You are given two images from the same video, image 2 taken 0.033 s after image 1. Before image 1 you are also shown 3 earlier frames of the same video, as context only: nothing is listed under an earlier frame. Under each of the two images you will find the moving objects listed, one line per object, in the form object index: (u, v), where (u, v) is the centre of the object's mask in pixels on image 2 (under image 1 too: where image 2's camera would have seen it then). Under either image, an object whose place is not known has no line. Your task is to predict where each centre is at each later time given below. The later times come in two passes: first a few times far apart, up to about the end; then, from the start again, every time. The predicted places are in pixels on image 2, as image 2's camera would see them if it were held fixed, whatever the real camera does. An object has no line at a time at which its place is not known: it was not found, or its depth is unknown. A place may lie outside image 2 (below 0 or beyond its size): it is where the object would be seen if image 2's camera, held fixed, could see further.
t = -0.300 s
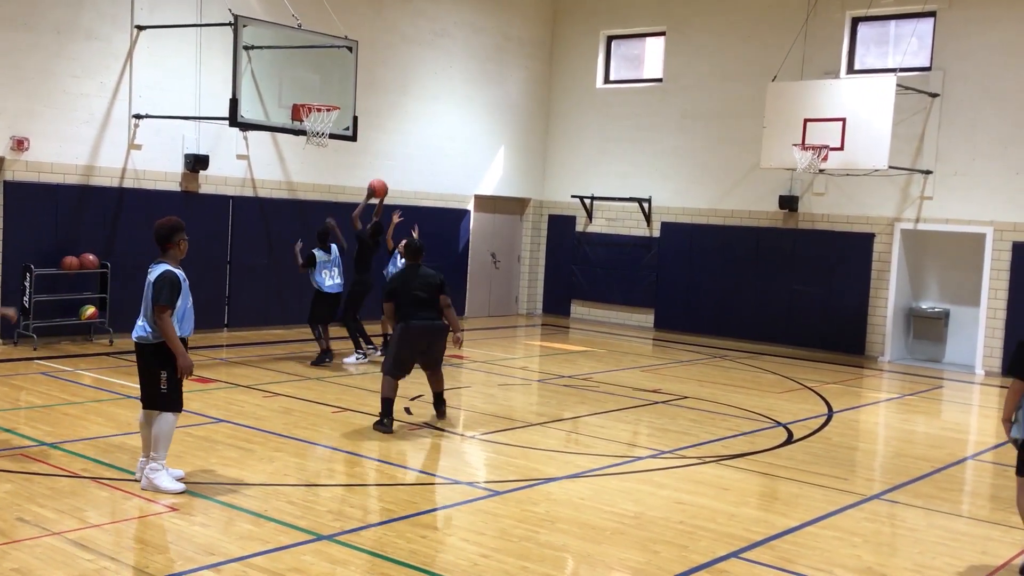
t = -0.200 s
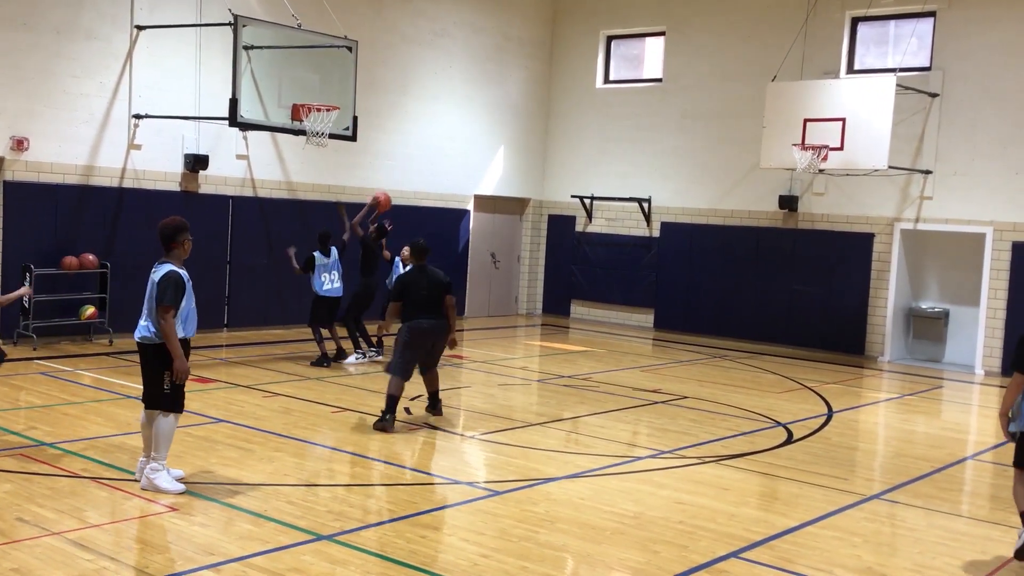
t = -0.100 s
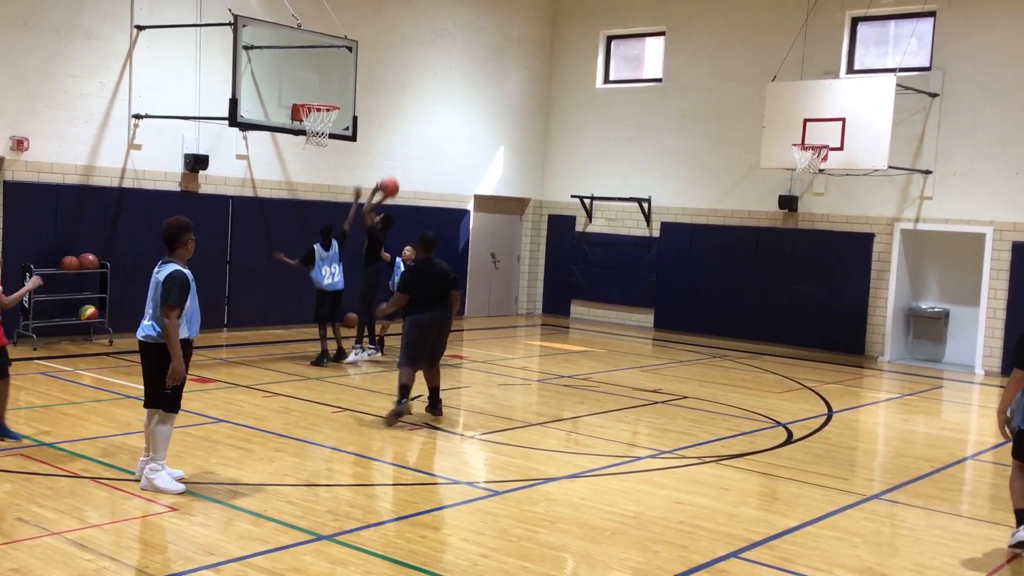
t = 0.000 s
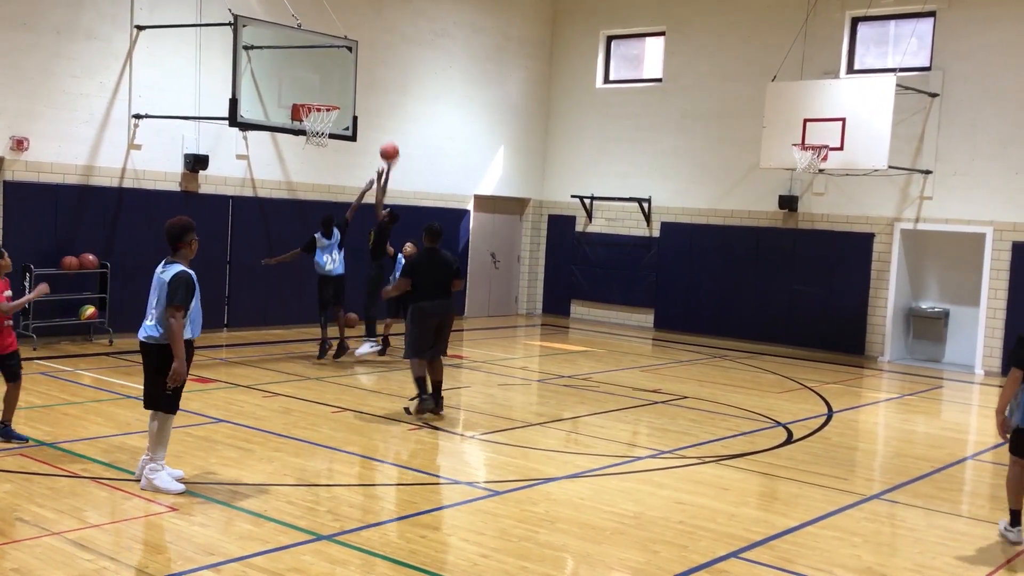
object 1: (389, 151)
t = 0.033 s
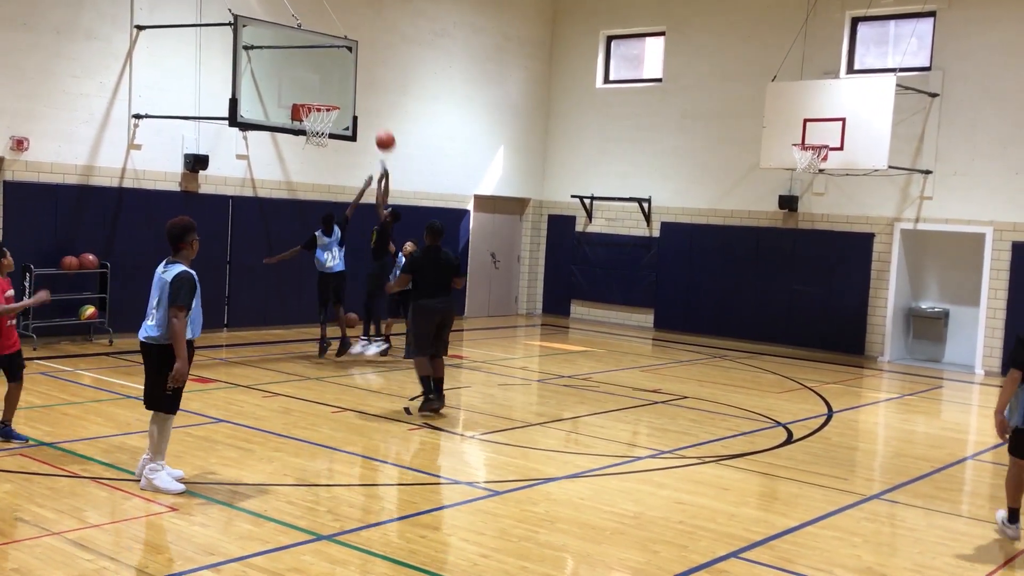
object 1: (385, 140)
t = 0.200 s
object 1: (364, 98)
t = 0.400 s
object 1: (338, 77)
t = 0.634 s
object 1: (306, 92)
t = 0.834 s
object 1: (305, 78)
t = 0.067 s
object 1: (381, 130)
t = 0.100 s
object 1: (376, 120)
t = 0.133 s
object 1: (373, 112)
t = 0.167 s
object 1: (368, 104)
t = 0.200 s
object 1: (364, 98)
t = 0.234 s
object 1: (360, 92)
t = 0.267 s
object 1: (356, 87)
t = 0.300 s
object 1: (351, 83)
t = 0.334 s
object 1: (347, 80)
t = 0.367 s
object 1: (342, 78)
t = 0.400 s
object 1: (338, 77)
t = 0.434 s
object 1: (334, 76)
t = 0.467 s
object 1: (329, 77)
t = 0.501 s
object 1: (324, 78)
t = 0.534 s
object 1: (320, 80)
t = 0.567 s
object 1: (315, 83)
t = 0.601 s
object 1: (311, 88)
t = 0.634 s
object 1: (306, 92)
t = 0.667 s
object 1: (304, 93)
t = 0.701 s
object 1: (304, 88)
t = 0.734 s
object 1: (304, 85)
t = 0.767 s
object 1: (305, 81)
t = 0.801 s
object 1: (305, 79)
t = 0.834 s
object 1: (305, 78)
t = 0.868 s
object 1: (305, 77)
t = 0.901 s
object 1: (305, 78)
